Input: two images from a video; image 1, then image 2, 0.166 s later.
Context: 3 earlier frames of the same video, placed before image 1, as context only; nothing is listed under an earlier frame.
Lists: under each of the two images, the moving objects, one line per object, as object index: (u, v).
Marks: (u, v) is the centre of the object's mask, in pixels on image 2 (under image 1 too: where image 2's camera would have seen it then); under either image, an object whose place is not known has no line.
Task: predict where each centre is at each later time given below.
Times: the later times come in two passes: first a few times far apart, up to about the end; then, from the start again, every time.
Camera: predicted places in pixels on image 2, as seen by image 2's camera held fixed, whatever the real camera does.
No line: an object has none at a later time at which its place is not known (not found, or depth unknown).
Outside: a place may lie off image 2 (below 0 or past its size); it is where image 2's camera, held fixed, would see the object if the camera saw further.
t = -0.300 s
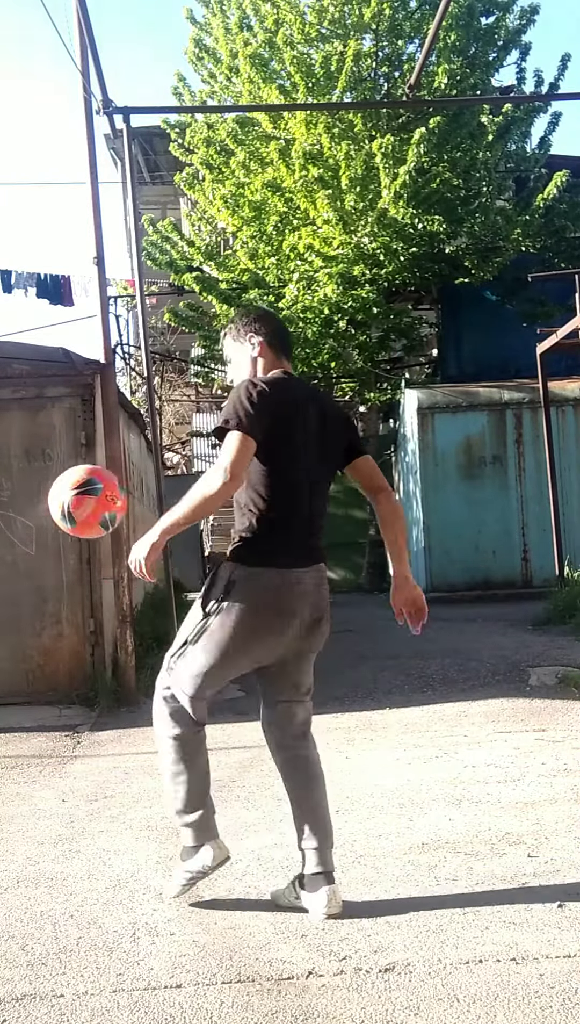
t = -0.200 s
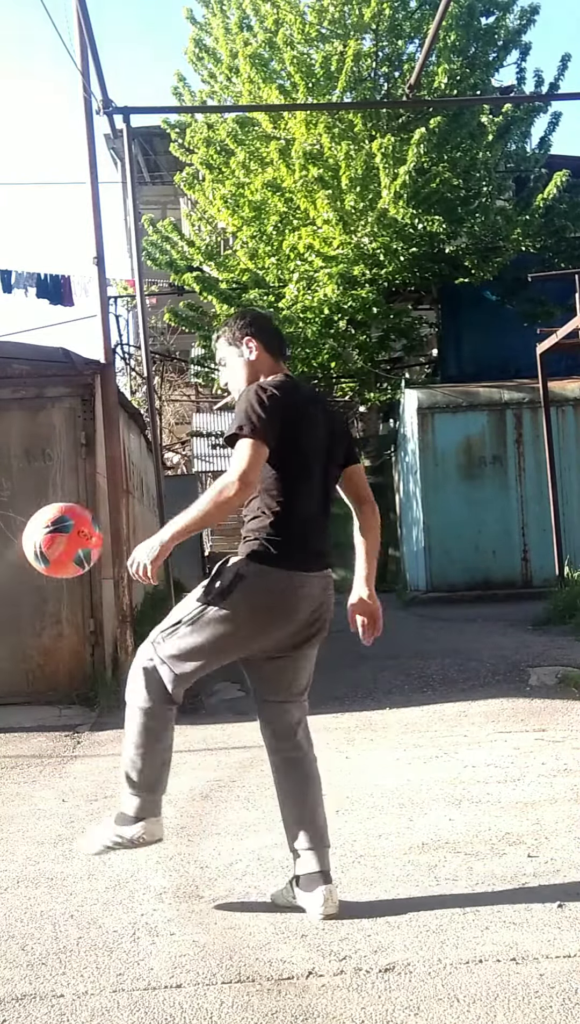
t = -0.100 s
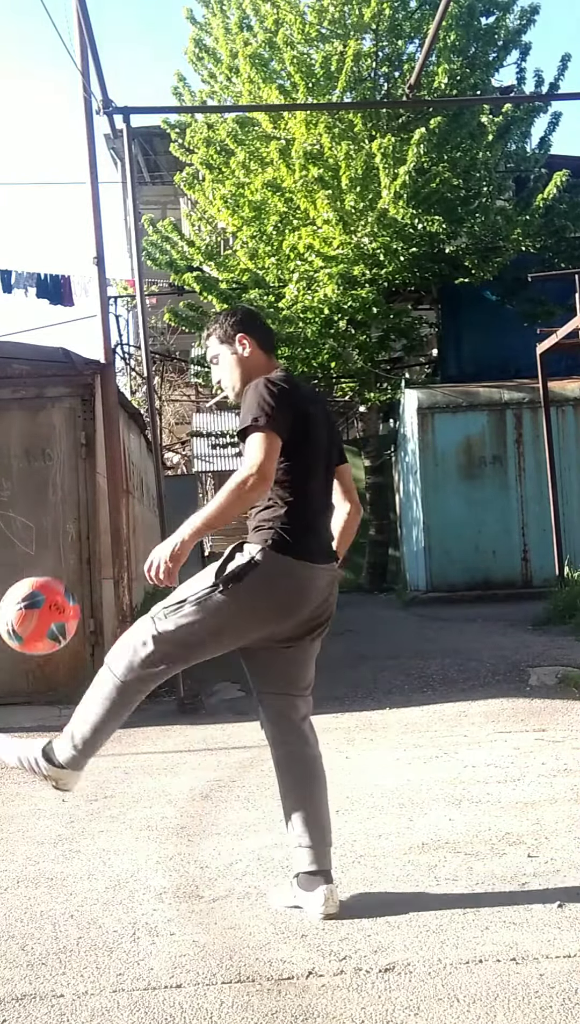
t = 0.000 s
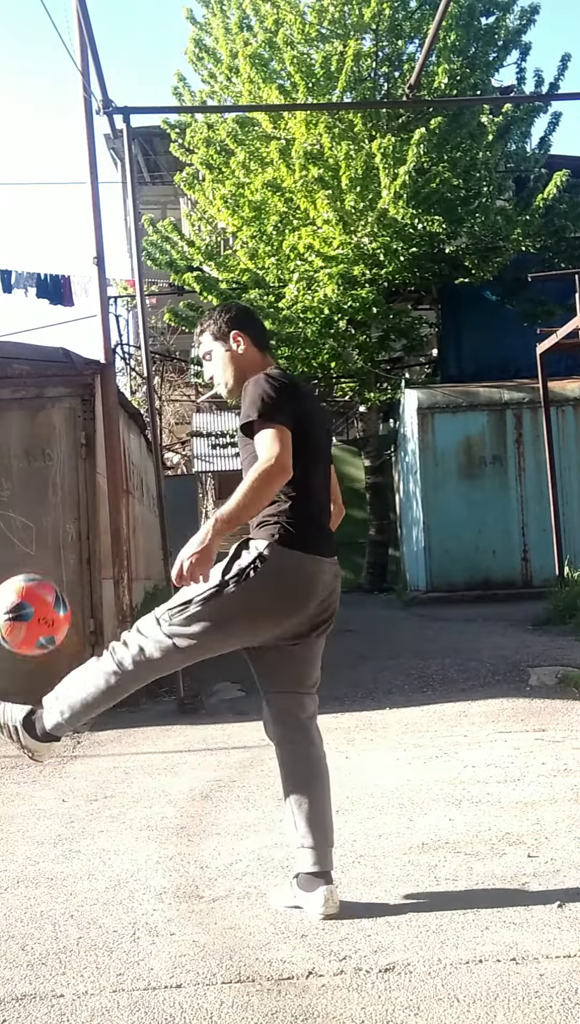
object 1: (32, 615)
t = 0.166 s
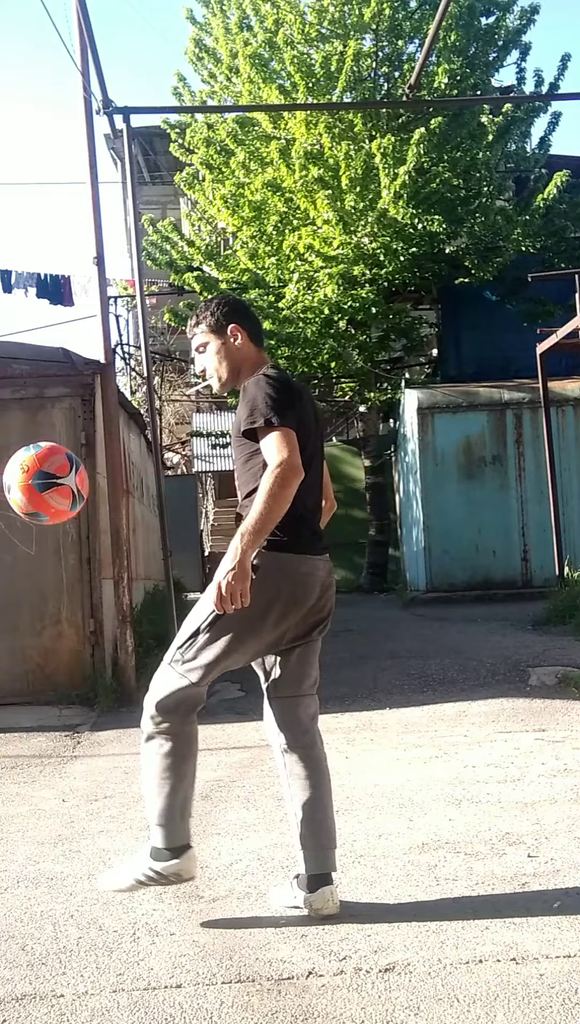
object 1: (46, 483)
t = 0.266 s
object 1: (57, 451)
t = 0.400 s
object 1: (76, 463)
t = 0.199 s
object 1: (49, 468)
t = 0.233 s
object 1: (53, 457)
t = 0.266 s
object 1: (57, 451)
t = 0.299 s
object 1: (62, 448)
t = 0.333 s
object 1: (67, 448)
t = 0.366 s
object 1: (71, 453)
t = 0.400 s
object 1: (76, 463)
